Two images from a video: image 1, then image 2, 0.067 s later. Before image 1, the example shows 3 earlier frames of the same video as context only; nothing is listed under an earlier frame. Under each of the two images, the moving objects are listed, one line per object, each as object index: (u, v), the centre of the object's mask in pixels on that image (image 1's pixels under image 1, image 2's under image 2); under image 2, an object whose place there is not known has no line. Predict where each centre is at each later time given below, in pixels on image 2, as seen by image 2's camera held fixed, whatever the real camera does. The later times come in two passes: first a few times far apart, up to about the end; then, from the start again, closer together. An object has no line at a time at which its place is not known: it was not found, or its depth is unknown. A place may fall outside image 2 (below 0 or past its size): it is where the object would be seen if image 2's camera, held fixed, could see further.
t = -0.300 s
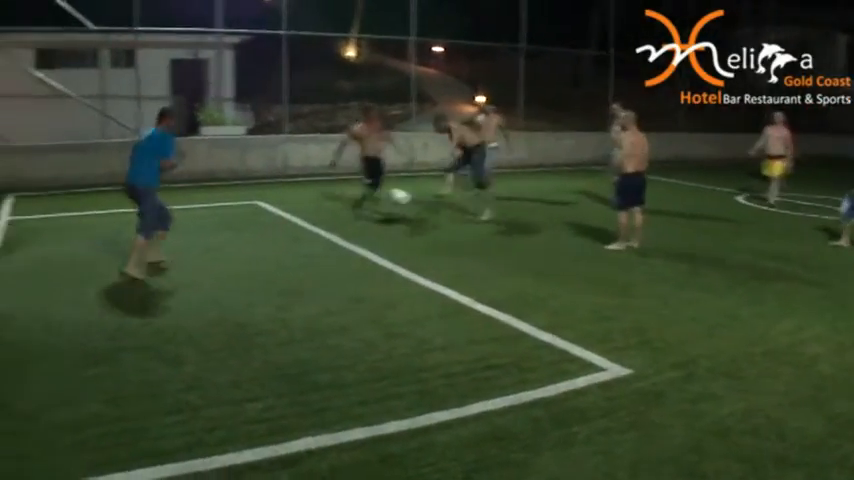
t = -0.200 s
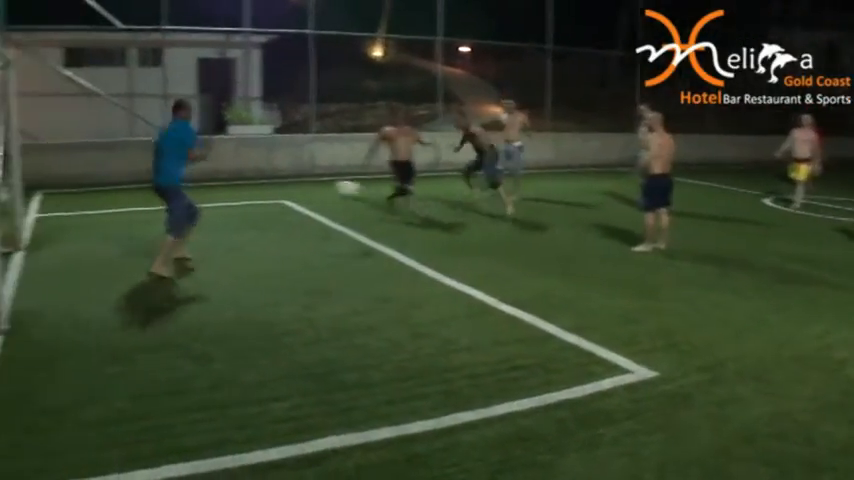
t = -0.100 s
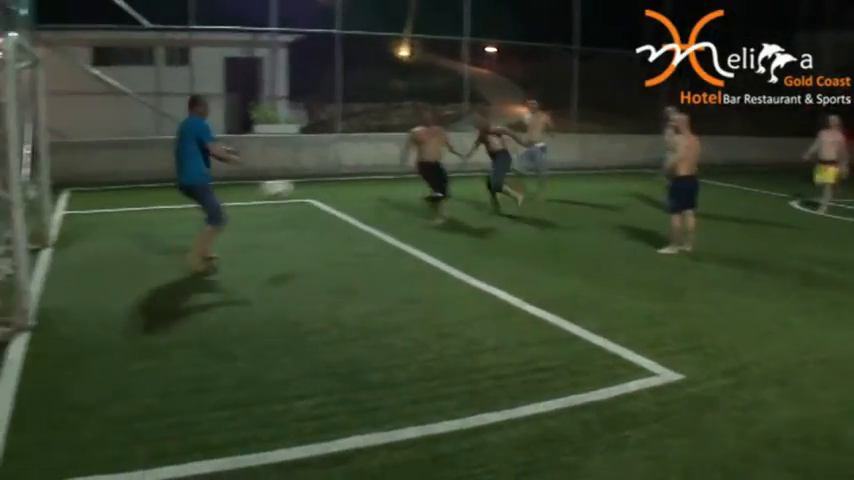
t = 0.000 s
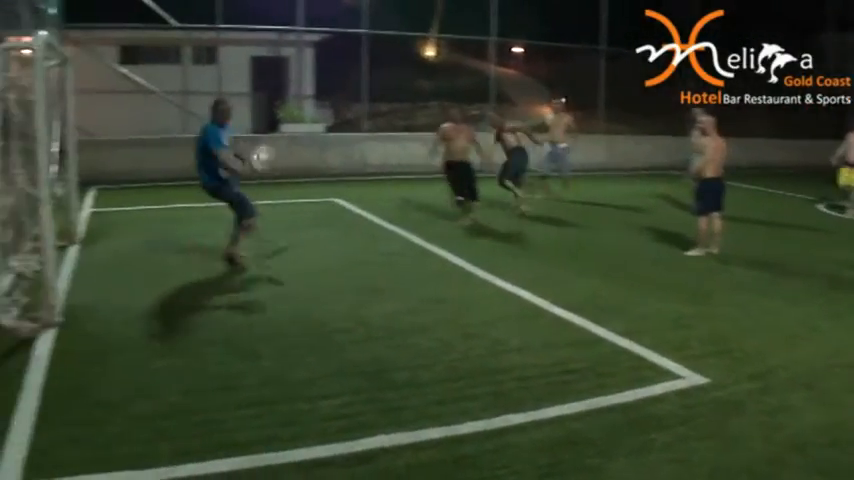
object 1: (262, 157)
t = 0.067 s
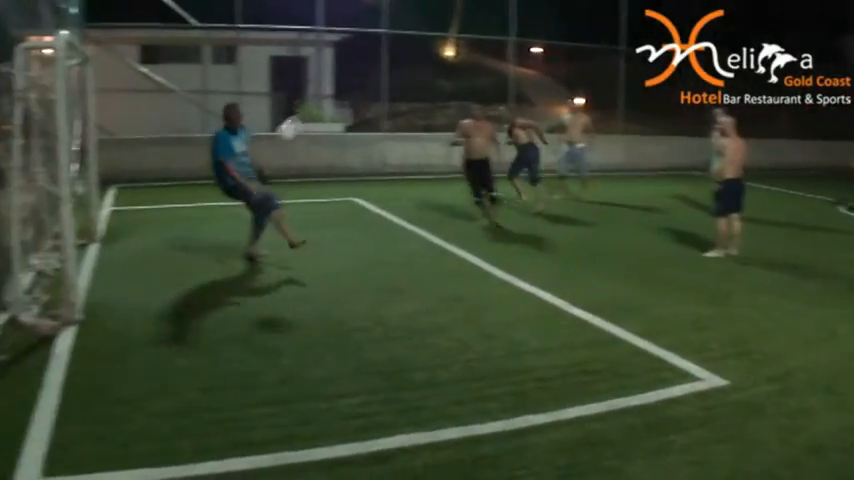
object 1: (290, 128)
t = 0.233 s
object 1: (316, 75)
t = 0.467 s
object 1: (352, 51)
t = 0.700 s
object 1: (385, 82)
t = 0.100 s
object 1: (296, 116)
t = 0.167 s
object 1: (306, 94)
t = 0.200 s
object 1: (312, 83)
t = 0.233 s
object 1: (316, 75)
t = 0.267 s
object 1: (321, 68)
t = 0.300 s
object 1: (328, 62)
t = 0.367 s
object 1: (338, 54)
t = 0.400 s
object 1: (343, 52)
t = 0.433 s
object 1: (348, 51)
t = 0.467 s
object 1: (352, 51)
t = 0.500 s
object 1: (356, 52)
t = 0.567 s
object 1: (366, 58)
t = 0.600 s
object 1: (371, 62)
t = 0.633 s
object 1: (375, 67)
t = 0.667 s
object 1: (381, 74)
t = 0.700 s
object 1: (385, 82)
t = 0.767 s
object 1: (395, 100)
